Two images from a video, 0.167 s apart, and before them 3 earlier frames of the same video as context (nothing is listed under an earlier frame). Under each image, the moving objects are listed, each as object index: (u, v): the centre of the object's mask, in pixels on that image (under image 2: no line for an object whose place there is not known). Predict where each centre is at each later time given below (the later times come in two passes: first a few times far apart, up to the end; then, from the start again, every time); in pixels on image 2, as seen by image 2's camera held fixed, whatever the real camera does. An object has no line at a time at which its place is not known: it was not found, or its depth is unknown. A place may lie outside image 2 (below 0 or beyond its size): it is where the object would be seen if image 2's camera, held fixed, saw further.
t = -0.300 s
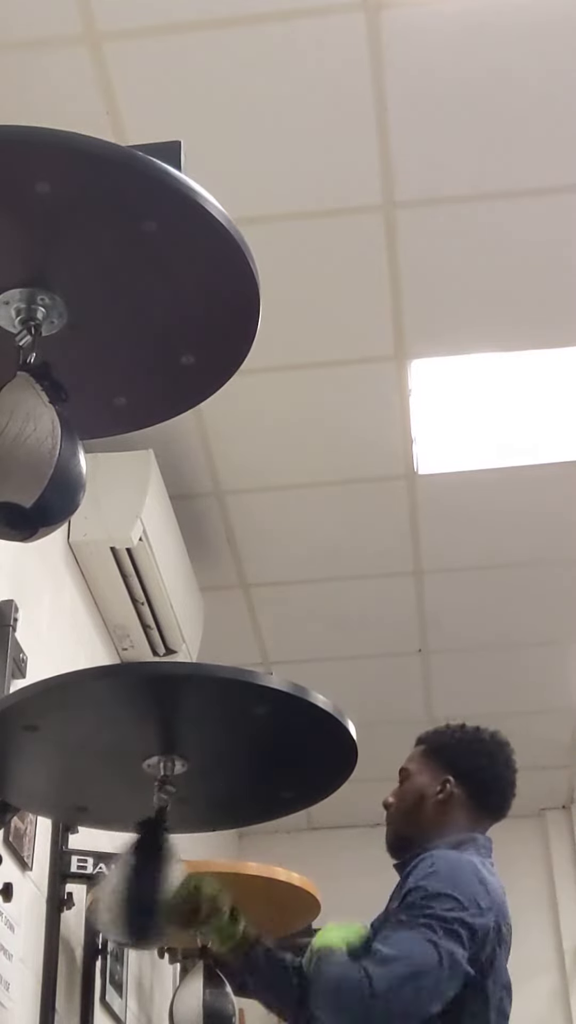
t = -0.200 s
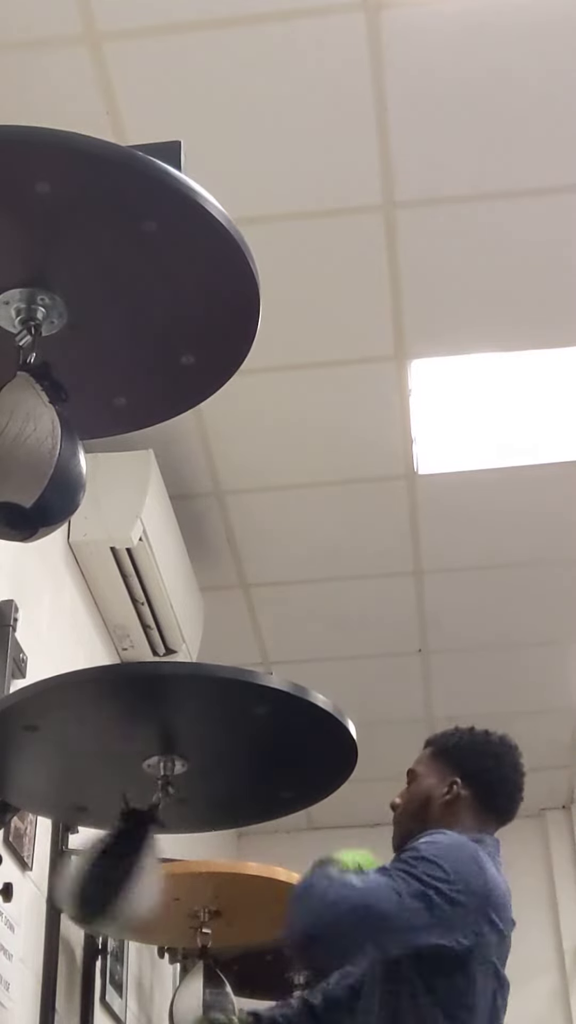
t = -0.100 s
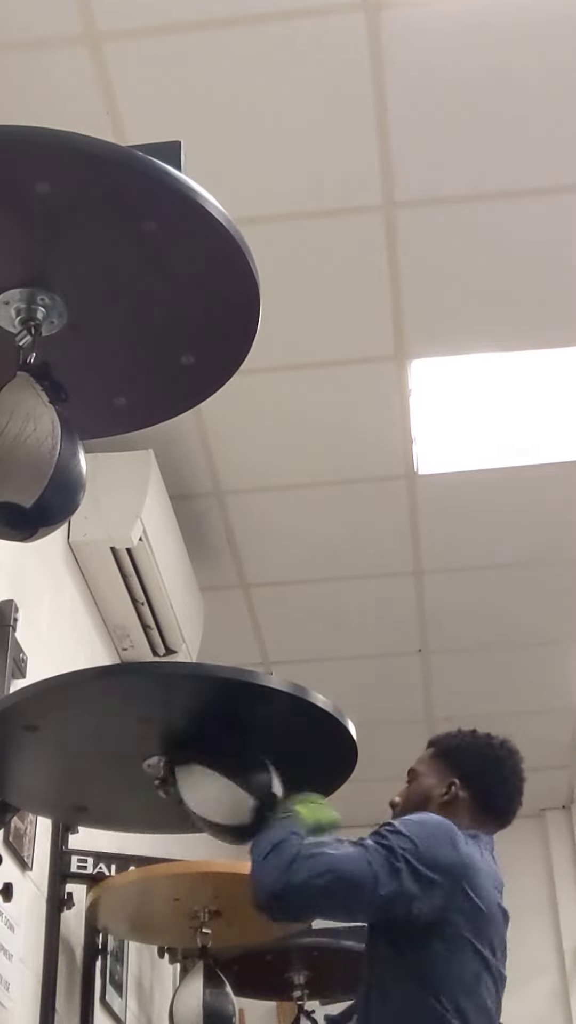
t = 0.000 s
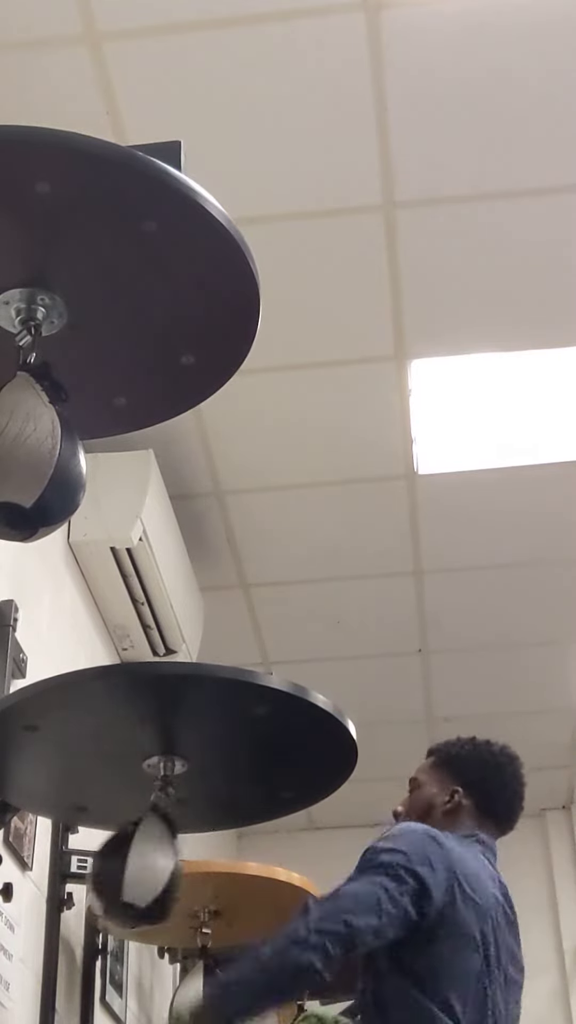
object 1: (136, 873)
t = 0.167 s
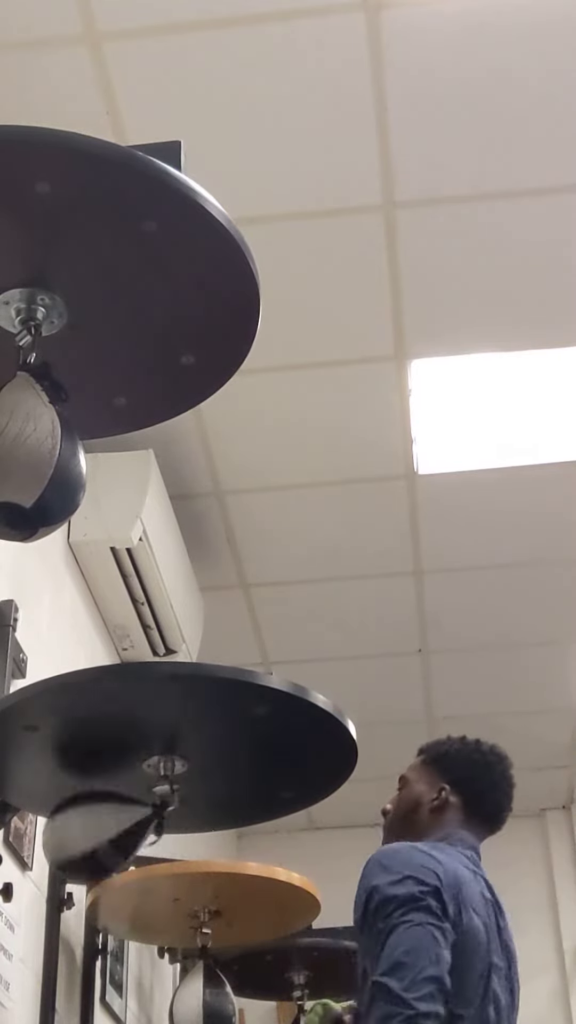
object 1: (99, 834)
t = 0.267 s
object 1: (135, 882)
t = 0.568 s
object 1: (231, 784)
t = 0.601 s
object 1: (225, 780)
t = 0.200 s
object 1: (104, 852)
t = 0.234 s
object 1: (118, 867)
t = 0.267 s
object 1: (135, 882)
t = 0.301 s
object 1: (154, 892)
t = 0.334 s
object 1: (181, 886)
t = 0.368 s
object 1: (200, 879)
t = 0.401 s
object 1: (218, 866)
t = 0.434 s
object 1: (231, 847)
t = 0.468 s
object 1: (238, 827)
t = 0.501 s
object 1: (239, 809)
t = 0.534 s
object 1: (237, 795)
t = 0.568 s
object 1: (231, 784)
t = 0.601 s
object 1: (225, 780)
